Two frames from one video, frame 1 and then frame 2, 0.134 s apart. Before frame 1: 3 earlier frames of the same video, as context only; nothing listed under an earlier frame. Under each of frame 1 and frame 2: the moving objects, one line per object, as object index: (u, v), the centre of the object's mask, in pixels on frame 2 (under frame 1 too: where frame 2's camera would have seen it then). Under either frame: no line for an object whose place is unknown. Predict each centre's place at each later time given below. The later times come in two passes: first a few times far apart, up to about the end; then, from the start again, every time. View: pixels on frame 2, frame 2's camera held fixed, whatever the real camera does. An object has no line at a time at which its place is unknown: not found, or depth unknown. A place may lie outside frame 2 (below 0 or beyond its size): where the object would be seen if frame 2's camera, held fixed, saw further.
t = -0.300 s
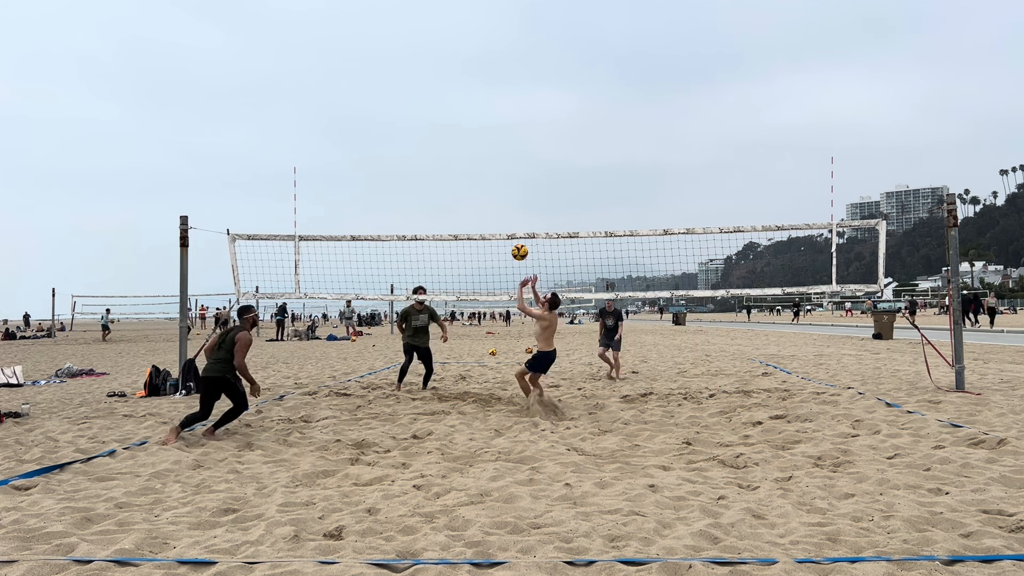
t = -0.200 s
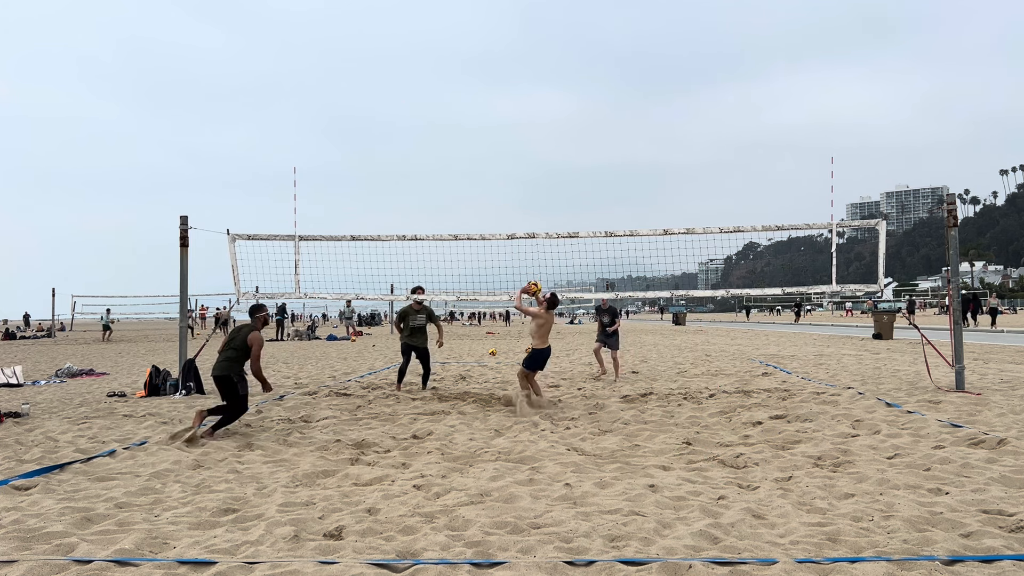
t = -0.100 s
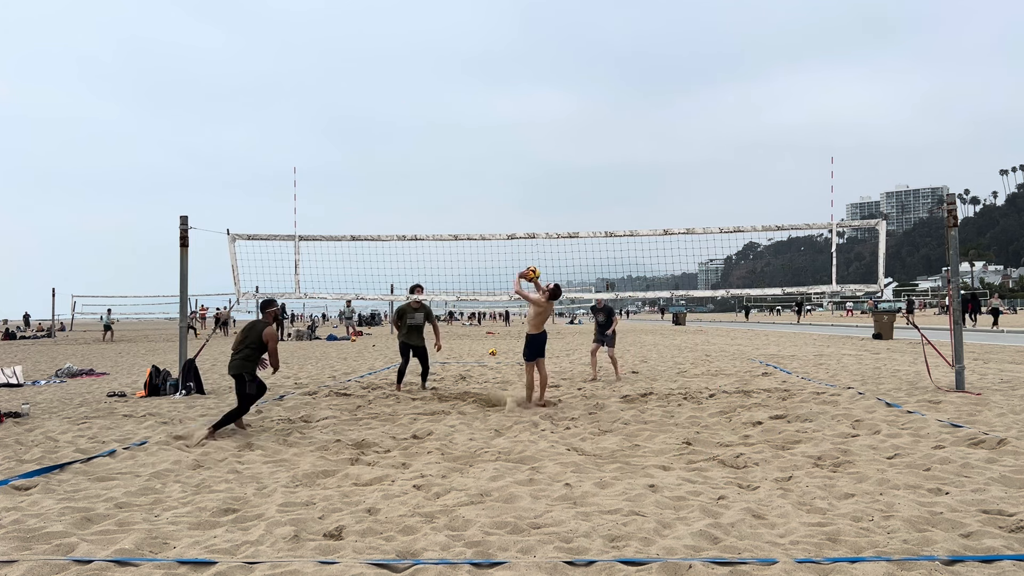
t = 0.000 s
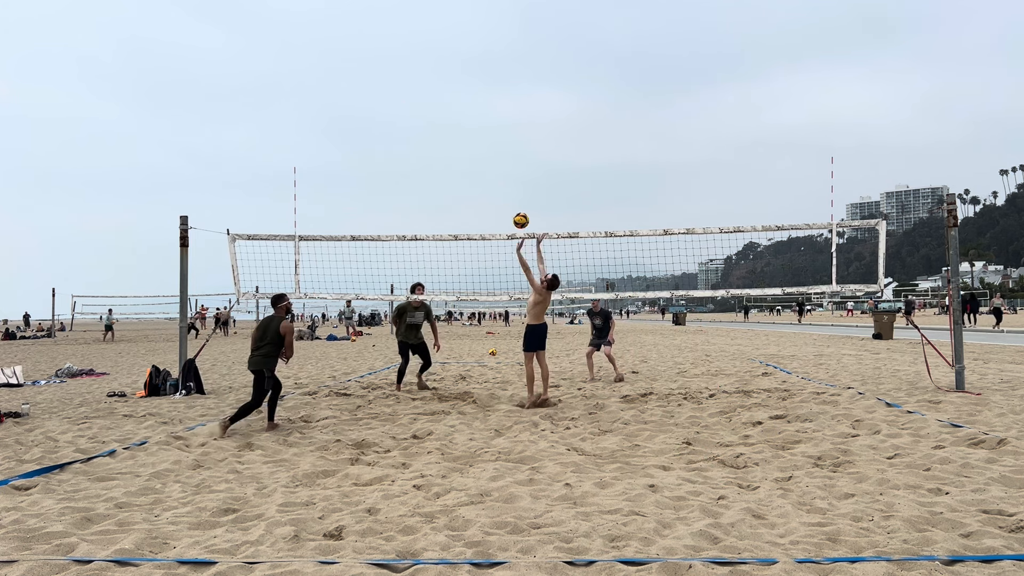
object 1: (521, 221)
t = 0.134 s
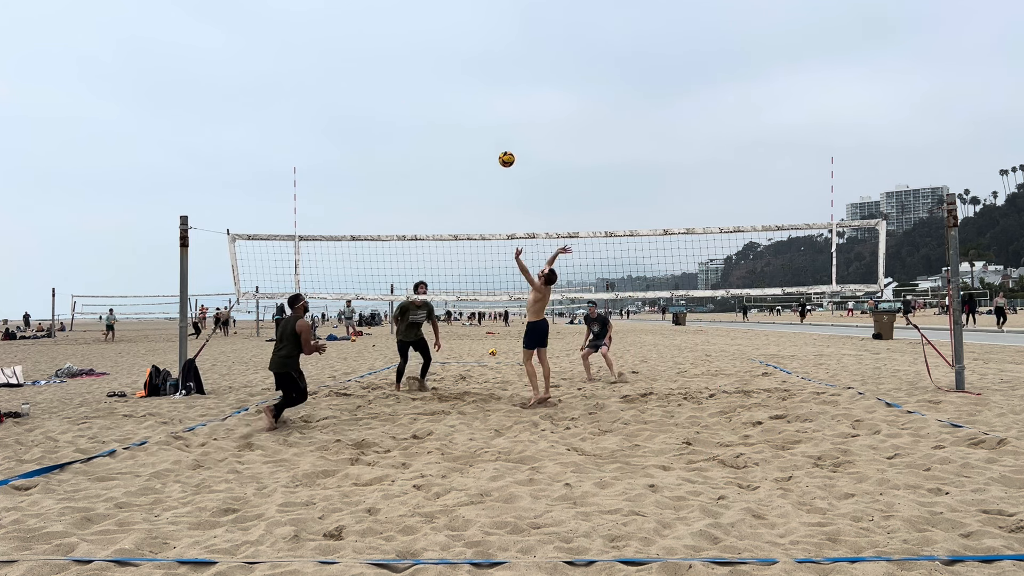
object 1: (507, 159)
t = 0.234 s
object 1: (496, 123)
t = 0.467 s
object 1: (471, 70)
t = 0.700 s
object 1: (447, 58)
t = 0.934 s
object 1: (424, 85)
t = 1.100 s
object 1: (408, 128)
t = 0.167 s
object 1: (503, 146)
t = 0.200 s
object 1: (499, 134)
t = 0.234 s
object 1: (496, 123)
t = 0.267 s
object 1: (492, 113)
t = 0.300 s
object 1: (489, 104)
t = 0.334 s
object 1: (485, 95)
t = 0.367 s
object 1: (481, 88)
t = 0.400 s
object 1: (478, 81)
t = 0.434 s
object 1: (474, 75)
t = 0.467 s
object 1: (471, 70)
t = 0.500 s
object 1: (467, 66)
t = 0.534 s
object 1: (464, 62)
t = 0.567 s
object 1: (460, 60)
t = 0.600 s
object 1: (457, 58)
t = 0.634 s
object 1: (453, 57)
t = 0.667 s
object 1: (450, 57)
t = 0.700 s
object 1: (447, 58)
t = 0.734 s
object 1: (443, 59)
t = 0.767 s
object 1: (440, 62)
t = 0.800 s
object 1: (437, 65)
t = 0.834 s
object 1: (433, 69)
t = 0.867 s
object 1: (430, 73)
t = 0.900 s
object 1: (427, 79)
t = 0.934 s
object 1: (424, 85)
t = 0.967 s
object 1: (420, 92)
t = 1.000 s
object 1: (417, 100)
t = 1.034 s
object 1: (414, 108)
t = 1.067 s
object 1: (411, 118)
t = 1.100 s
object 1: (408, 128)
